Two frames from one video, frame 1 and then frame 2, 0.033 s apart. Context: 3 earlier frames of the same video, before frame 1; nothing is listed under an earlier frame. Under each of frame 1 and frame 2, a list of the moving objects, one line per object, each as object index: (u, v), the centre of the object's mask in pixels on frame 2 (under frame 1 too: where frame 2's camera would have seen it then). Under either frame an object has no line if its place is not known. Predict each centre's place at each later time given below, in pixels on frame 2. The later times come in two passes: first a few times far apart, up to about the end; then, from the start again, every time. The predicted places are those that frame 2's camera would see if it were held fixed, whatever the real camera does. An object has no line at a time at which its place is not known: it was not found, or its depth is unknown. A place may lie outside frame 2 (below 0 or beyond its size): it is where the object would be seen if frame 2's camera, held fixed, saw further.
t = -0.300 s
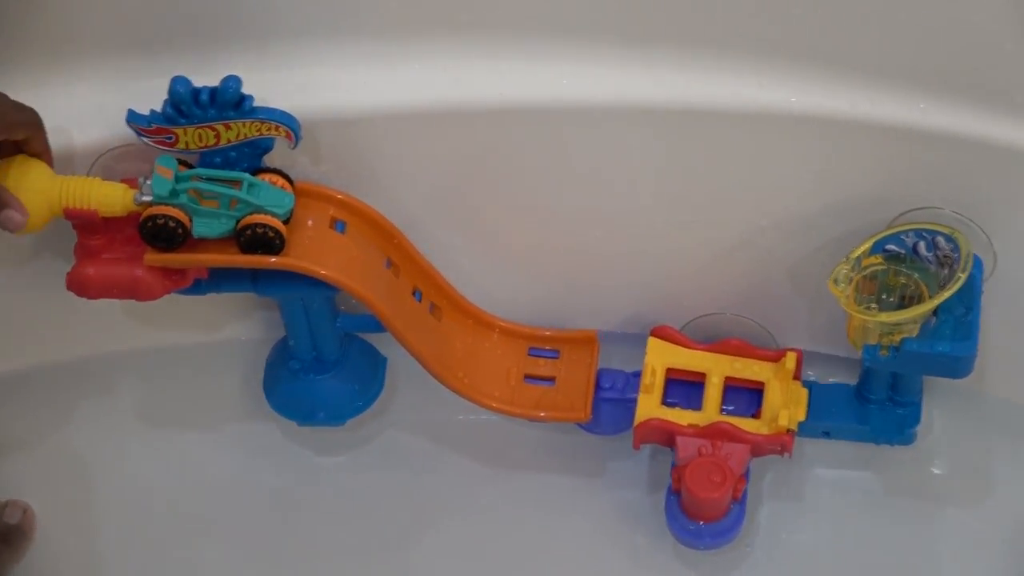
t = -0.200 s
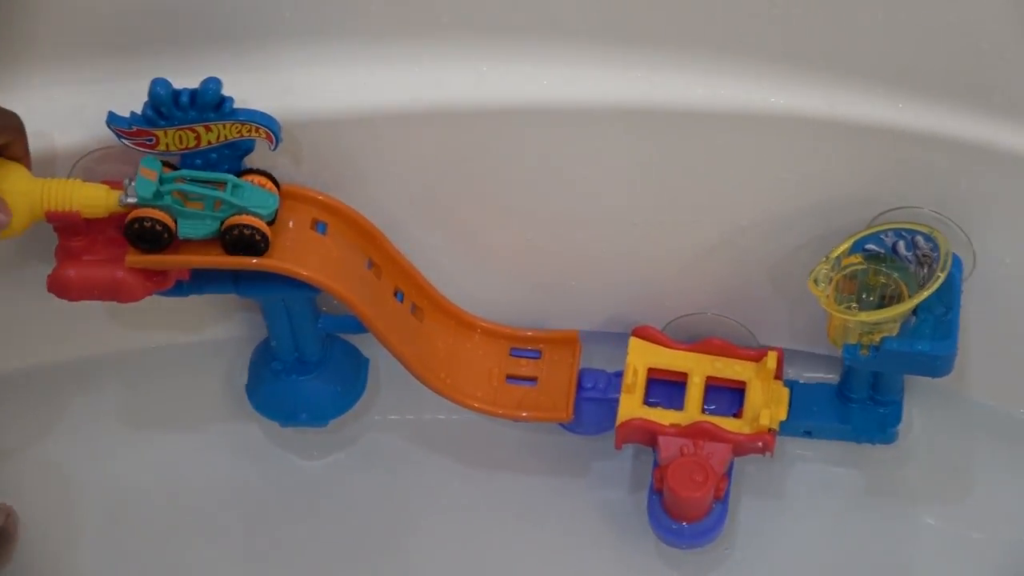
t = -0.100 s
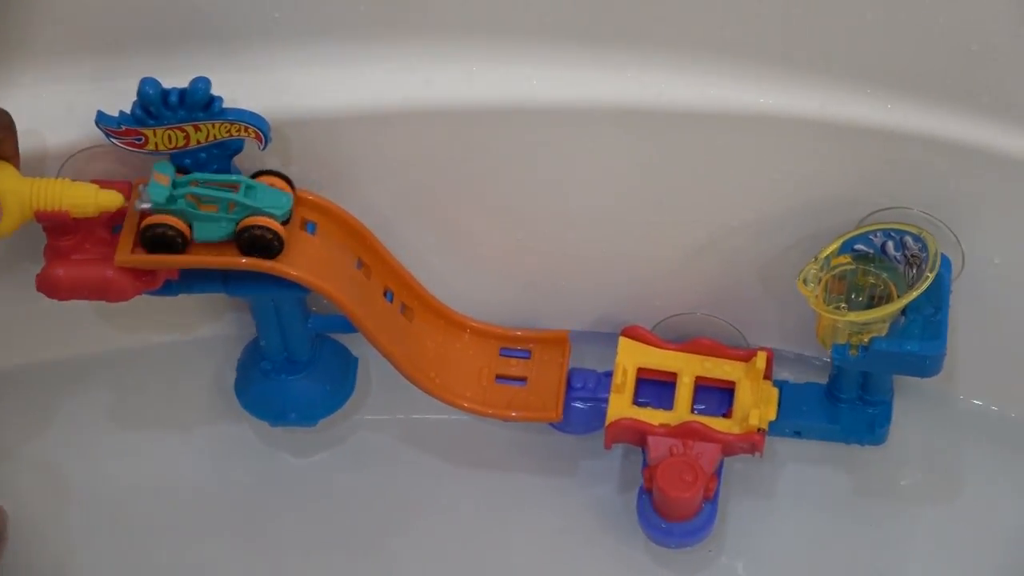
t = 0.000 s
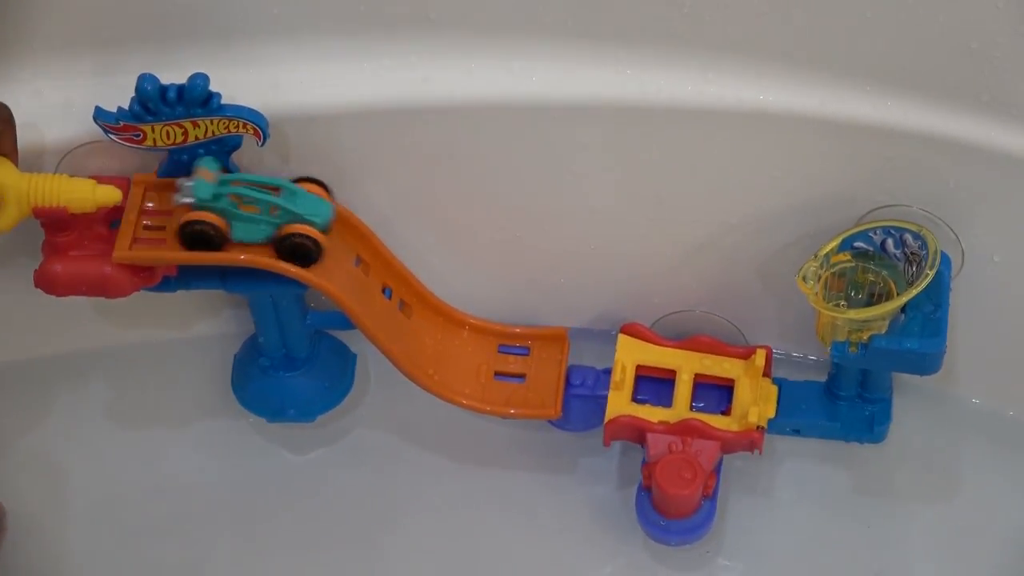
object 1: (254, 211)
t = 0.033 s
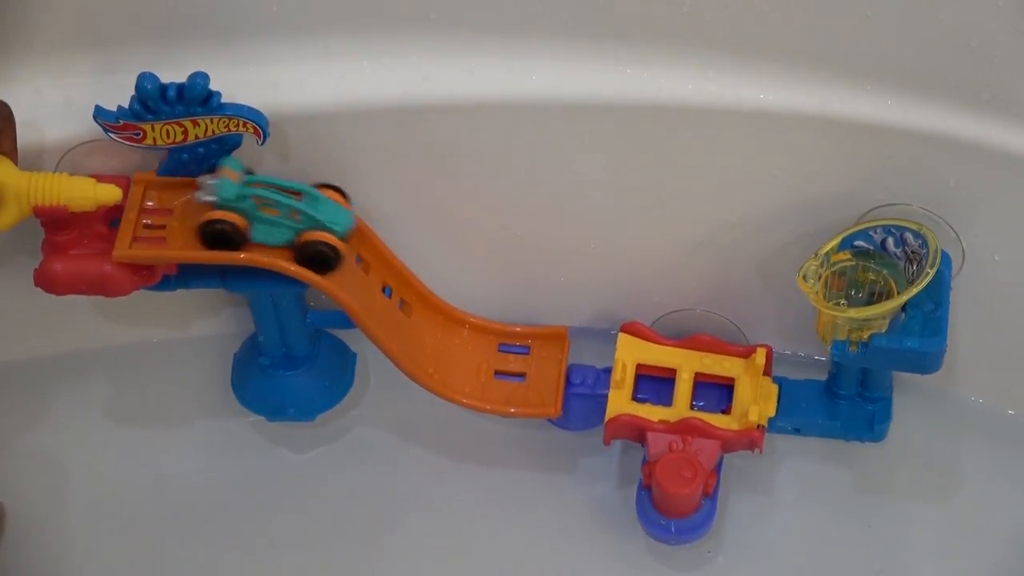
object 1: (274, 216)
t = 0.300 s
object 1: (596, 355)
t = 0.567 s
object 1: (682, 375)
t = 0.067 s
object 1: (299, 223)
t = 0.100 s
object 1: (327, 234)
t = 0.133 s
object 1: (358, 254)
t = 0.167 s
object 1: (396, 285)
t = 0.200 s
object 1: (442, 320)
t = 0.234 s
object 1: (495, 348)
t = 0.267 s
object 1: (549, 356)
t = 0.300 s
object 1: (596, 355)
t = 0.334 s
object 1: (631, 351)
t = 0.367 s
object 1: (671, 353)
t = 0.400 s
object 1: (687, 362)
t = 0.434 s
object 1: (682, 373)
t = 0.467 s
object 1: (681, 376)
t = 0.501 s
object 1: (682, 375)
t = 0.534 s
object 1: (682, 375)
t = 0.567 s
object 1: (682, 375)
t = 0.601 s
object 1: (682, 375)
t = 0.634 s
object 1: (682, 376)
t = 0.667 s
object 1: (682, 376)
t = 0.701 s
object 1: (682, 376)
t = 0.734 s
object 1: (681, 375)
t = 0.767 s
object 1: (682, 376)
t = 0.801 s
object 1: (682, 376)
